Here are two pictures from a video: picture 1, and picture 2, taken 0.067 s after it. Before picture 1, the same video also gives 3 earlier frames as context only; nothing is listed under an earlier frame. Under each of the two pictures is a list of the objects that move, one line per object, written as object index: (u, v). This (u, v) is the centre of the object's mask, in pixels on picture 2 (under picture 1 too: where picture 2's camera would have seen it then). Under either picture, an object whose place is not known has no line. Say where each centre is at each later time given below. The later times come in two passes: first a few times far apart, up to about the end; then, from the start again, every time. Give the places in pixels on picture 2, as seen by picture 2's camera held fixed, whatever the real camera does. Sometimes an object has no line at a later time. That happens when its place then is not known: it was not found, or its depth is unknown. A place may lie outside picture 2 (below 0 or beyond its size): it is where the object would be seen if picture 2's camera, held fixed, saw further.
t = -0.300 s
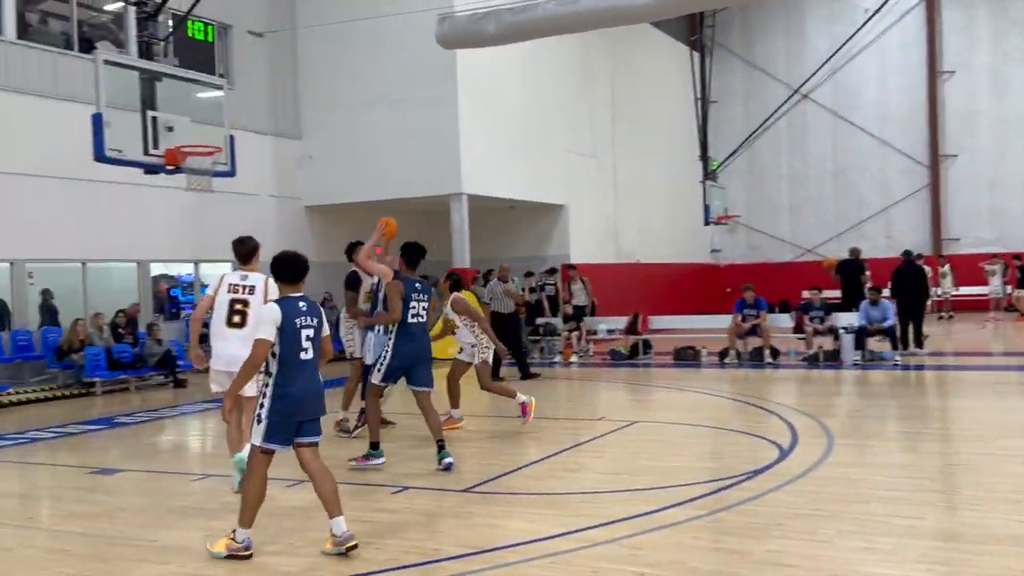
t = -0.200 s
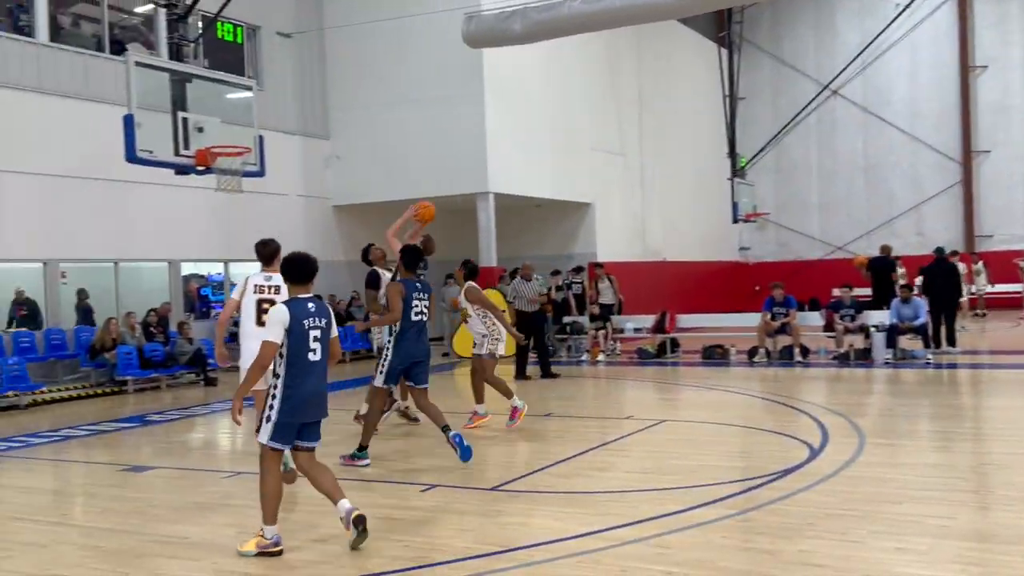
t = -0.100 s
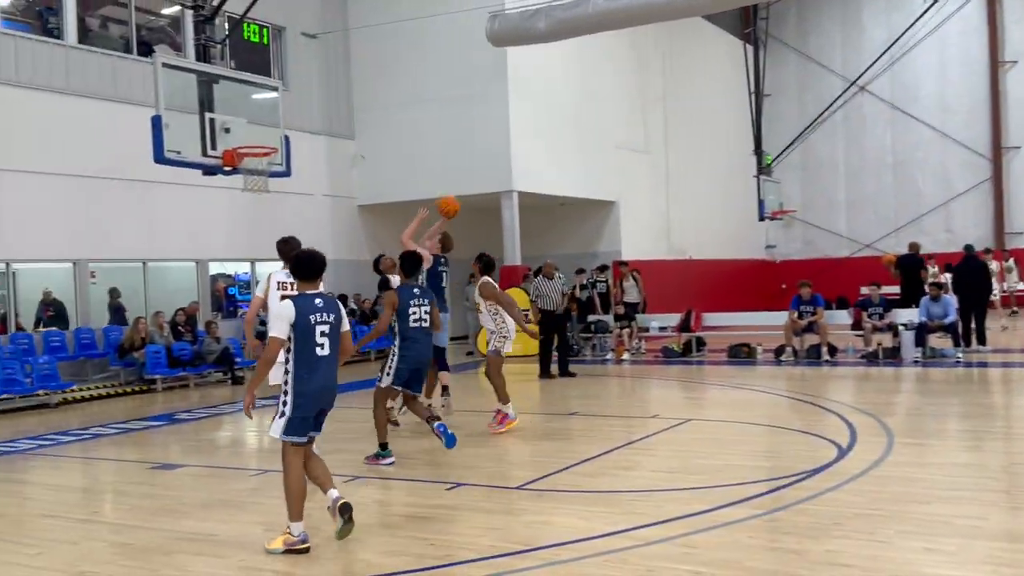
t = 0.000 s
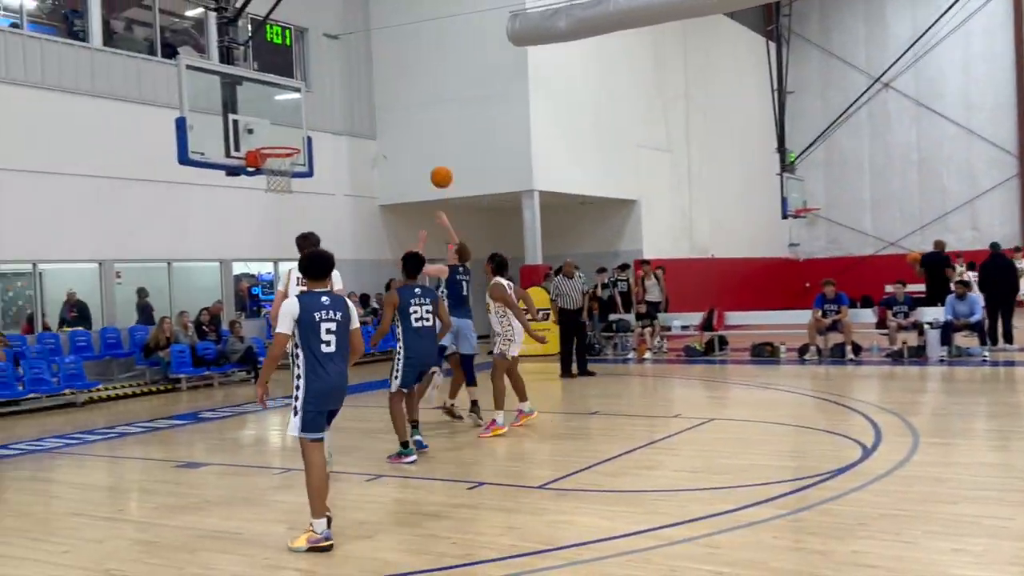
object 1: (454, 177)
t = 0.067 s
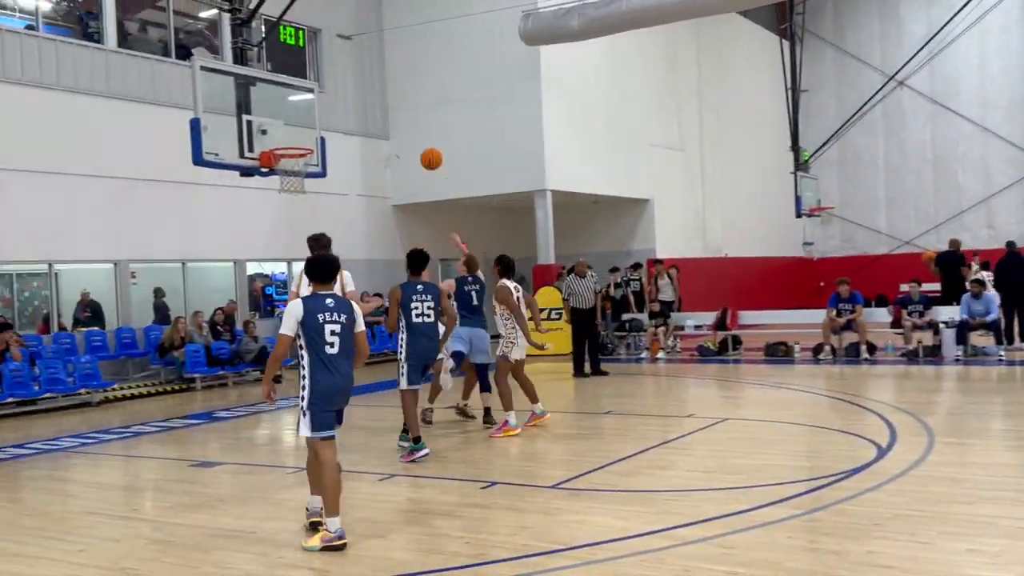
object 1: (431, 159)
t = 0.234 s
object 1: (376, 132)
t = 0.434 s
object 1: (312, 132)
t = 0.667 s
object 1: (297, 148)
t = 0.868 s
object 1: (316, 137)
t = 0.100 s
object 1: (420, 151)
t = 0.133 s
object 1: (408, 145)
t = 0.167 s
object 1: (397, 139)
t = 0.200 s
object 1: (387, 135)
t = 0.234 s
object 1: (376, 132)
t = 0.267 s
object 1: (365, 129)
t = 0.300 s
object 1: (354, 128)
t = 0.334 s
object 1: (344, 127)
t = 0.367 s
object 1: (333, 128)
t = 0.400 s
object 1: (322, 129)
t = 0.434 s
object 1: (312, 132)
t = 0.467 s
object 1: (302, 136)
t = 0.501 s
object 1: (291, 140)
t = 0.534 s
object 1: (284, 144)
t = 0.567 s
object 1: (280, 147)
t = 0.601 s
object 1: (282, 149)
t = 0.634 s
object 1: (289, 150)
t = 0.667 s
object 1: (297, 148)
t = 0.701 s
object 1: (303, 146)
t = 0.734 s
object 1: (306, 143)
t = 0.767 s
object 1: (309, 139)
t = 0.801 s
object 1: (311, 138)
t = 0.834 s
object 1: (313, 137)
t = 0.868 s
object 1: (316, 137)
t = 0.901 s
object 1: (318, 138)
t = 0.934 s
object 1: (321, 140)
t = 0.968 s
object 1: (324, 143)
